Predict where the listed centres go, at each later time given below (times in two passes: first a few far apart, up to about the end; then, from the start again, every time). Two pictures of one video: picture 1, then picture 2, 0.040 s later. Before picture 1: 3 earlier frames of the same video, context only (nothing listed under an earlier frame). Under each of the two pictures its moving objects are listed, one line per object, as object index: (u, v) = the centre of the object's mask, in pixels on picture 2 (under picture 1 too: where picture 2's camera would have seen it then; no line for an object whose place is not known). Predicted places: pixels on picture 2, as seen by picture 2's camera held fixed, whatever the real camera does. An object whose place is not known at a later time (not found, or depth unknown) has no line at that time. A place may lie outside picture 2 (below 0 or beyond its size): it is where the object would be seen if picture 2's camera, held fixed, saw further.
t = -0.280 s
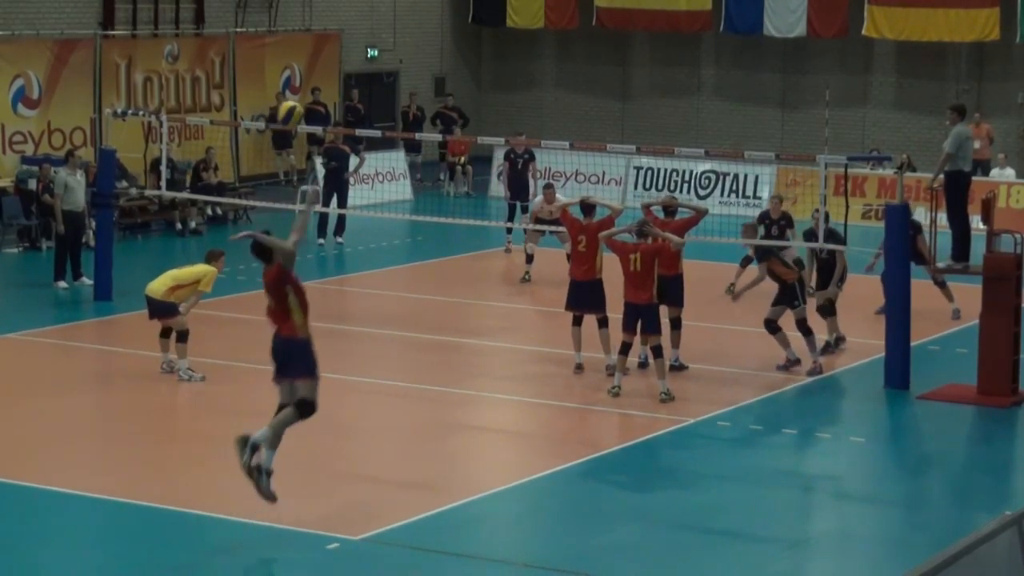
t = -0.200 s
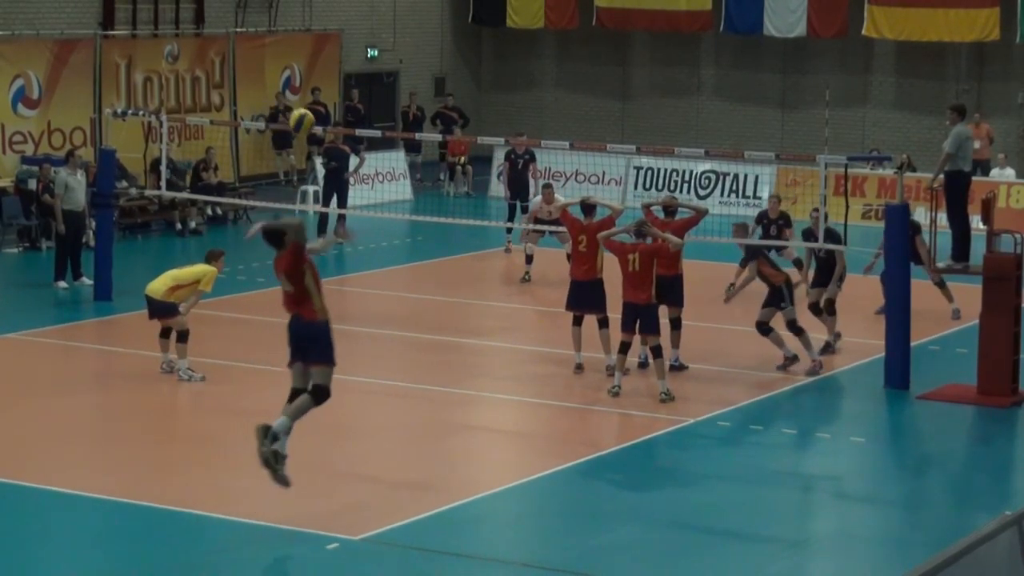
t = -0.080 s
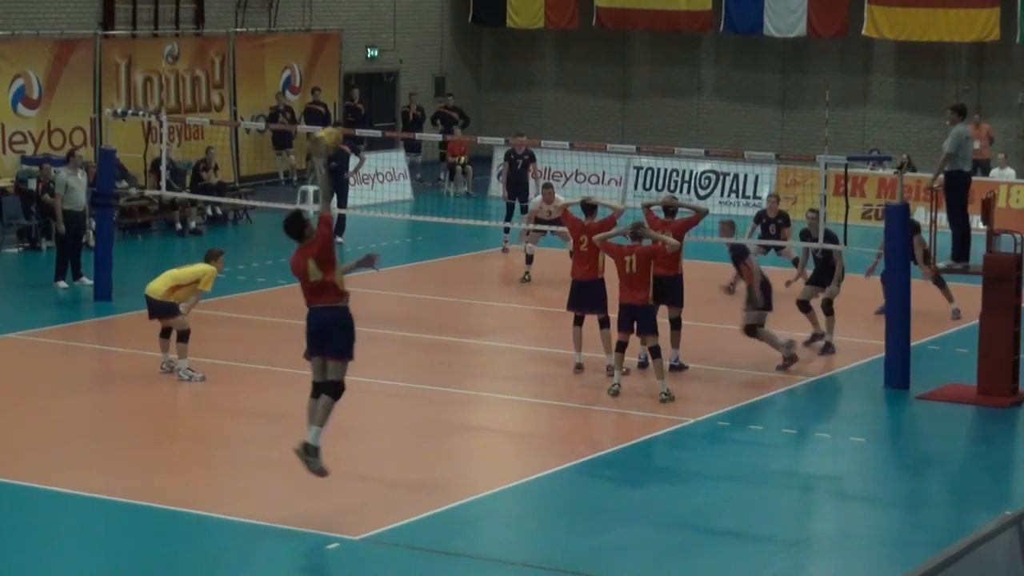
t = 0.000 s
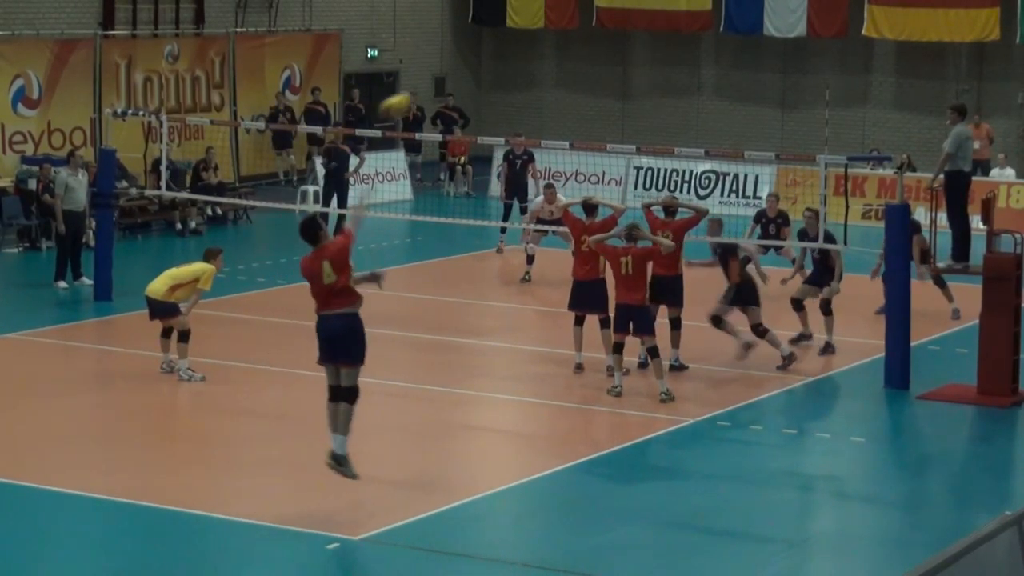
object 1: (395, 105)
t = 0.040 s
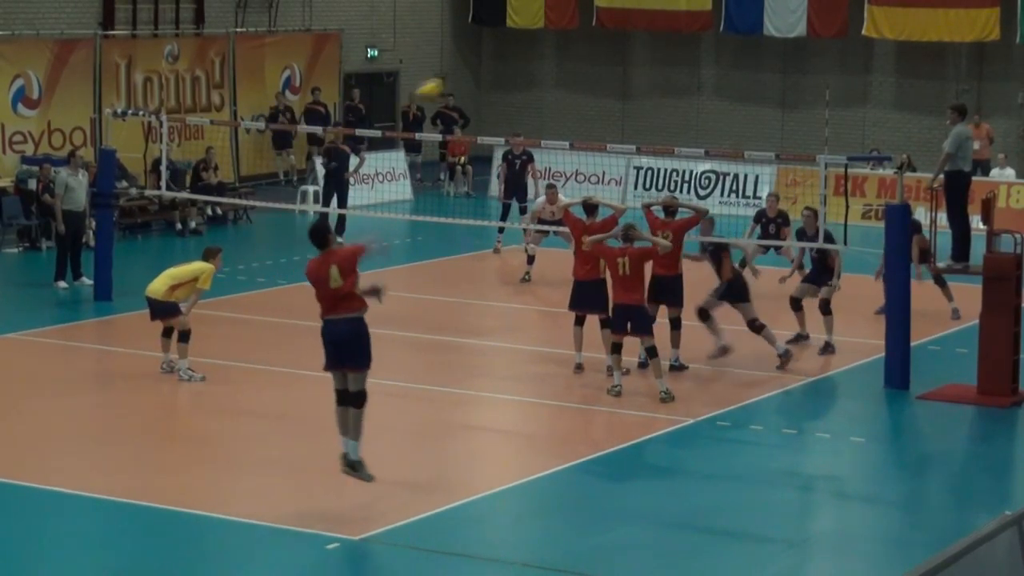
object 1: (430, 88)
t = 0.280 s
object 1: (588, 55)
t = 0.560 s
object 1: (720, 85)
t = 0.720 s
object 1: (769, 131)
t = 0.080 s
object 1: (460, 78)
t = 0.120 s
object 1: (489, 69)
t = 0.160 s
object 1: (515, 64)
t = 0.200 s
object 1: (540, 60)
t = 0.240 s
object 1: (565, 56)
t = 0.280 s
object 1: (588, 55)
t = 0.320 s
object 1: (612, 55)
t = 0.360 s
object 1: (632, 56)
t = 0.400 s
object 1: (652, 59)
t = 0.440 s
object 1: (671, 64)
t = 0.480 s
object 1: (689, 69)
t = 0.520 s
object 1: (705, 76)
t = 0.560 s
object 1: (720, 85)
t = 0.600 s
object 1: (733, 94)
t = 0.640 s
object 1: (745, 105)
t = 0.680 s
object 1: (757, 118)
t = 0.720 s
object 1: (769, 131)
